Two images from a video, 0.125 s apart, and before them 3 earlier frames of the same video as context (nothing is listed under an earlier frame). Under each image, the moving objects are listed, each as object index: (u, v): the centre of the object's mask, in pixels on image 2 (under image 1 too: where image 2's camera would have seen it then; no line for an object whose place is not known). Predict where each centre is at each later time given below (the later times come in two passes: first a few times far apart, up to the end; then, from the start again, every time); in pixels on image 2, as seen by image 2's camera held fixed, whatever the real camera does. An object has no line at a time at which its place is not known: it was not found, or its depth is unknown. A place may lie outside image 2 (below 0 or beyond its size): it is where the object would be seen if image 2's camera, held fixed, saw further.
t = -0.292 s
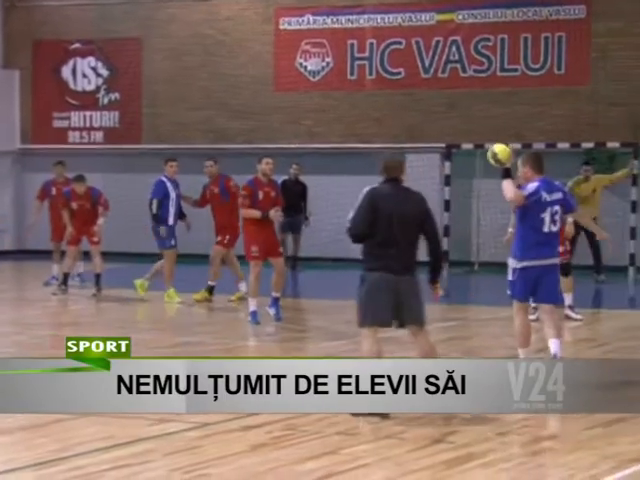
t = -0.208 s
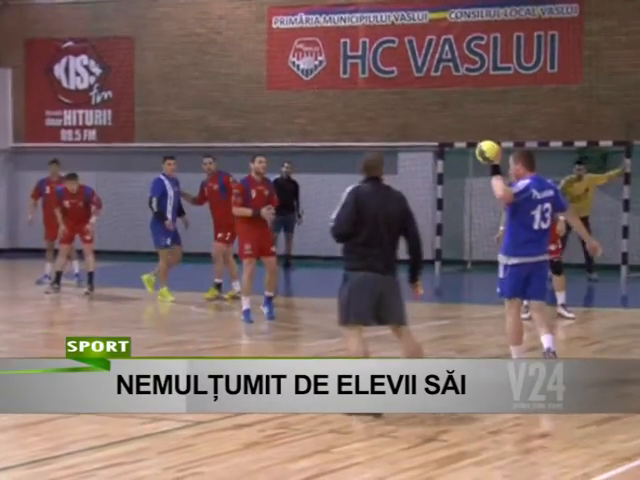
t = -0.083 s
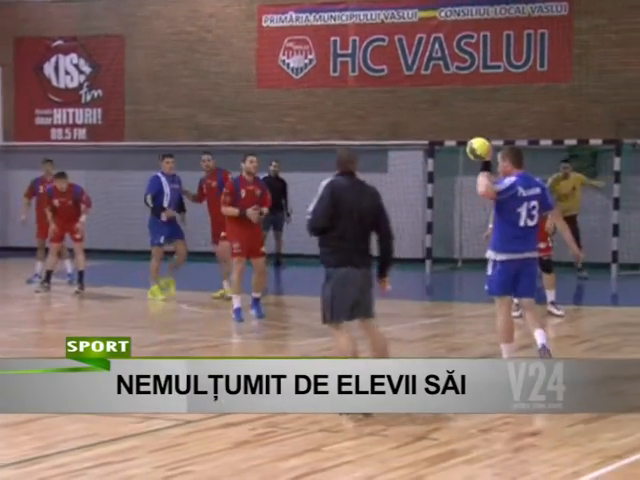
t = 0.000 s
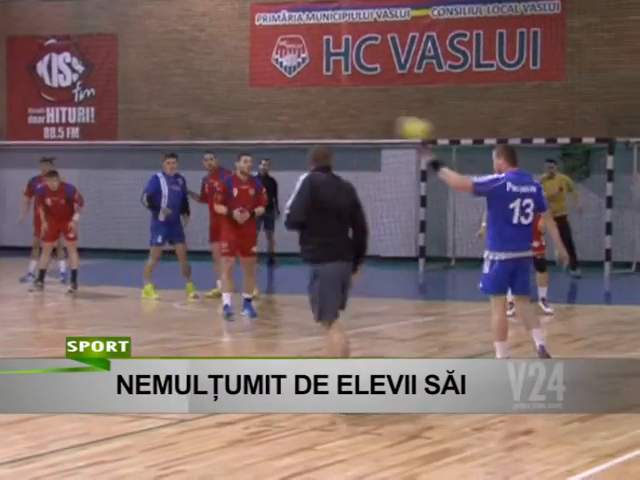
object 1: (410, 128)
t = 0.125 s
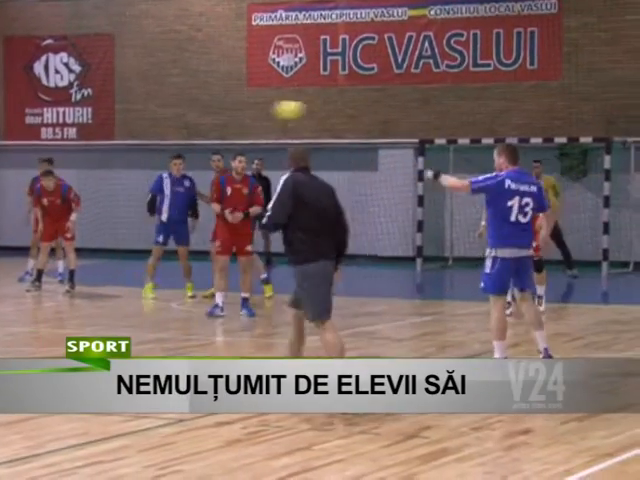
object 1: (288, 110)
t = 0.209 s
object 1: (212, 109)
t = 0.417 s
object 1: (20, 134)
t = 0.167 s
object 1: (250, 108)
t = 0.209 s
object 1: (212, 109)
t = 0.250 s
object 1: (171, 111)
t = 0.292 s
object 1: (131, 114)
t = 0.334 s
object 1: (95, 118)
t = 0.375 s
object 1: (57, 123)
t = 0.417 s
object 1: (20, 134)
